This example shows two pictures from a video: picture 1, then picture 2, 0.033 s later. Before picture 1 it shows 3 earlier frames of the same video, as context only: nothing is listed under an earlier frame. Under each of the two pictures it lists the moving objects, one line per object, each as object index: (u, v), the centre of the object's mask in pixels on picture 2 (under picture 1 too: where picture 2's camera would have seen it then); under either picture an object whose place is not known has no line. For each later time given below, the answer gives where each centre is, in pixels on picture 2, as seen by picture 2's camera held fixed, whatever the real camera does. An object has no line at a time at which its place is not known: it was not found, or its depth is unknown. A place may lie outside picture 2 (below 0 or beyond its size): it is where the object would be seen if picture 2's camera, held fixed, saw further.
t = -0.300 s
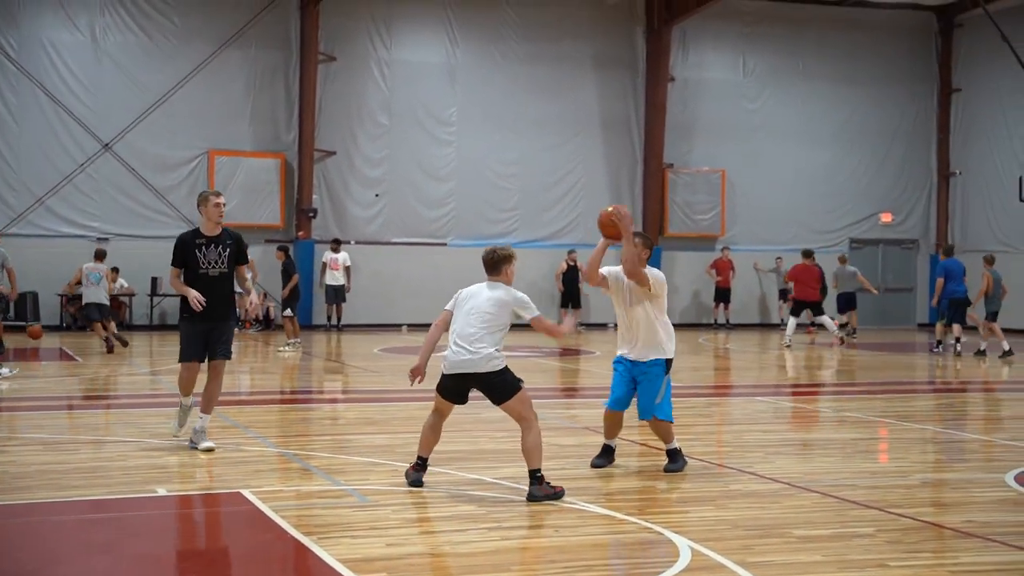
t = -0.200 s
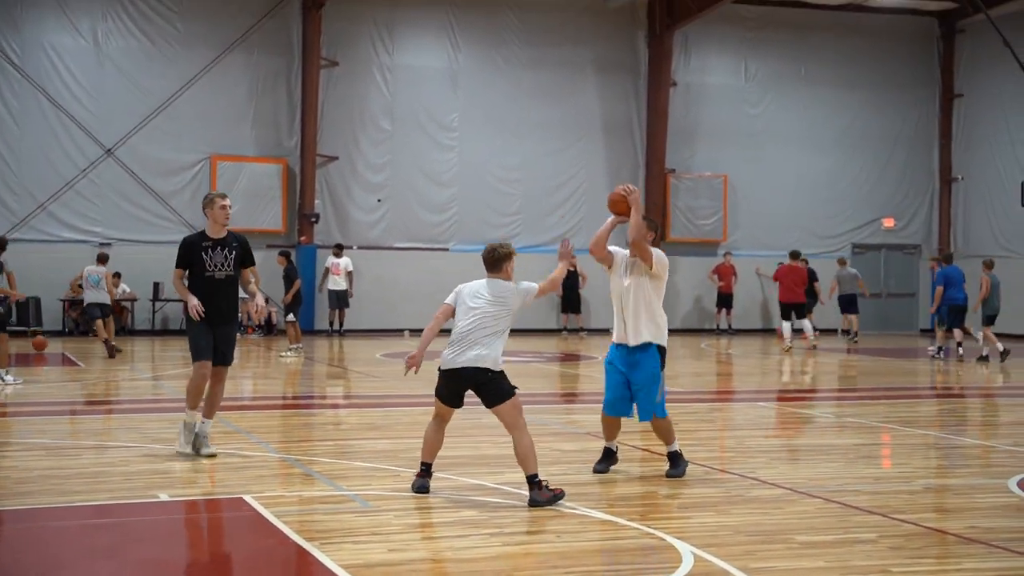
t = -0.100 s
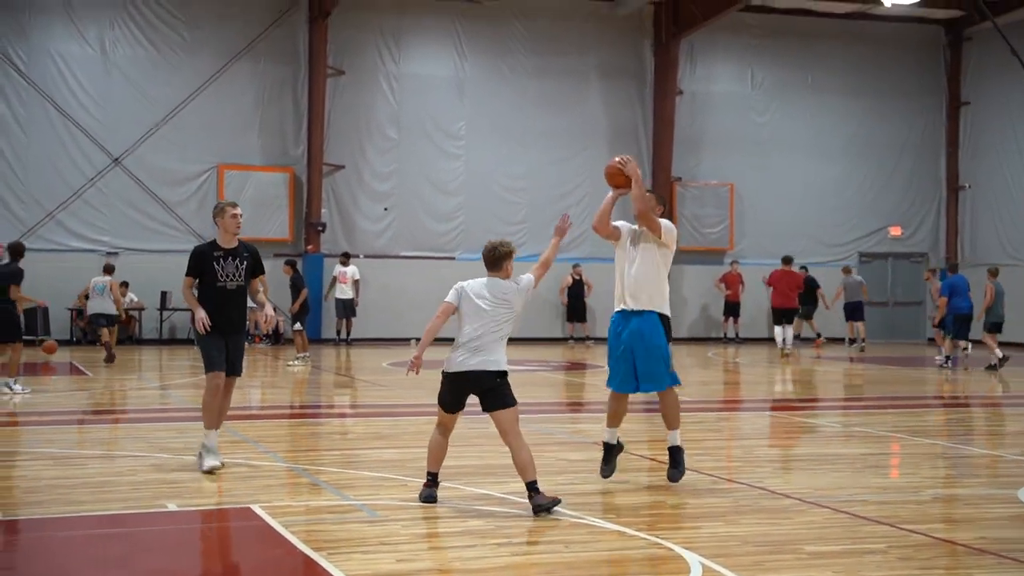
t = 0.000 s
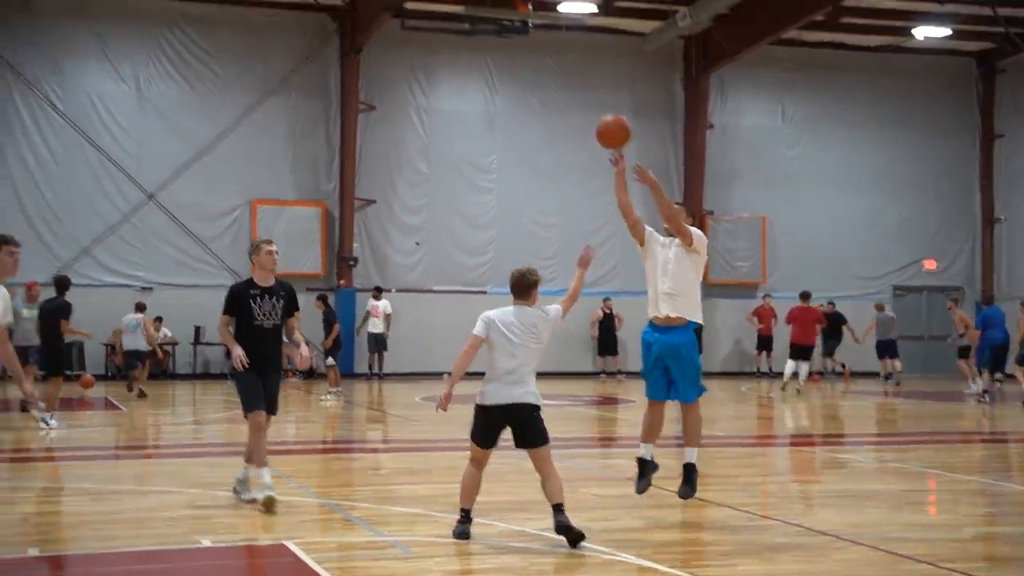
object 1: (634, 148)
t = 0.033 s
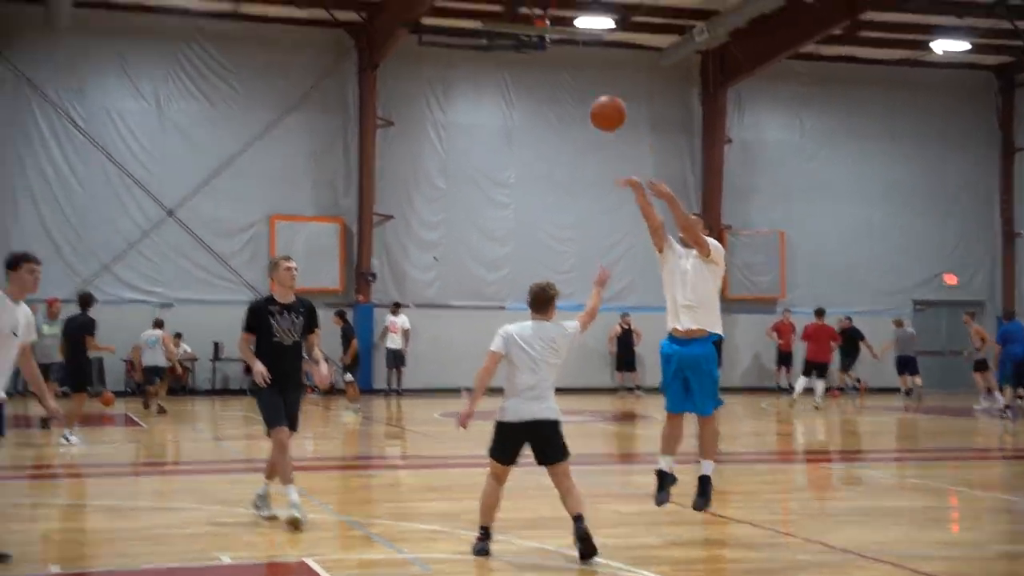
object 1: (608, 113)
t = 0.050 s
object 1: (596, 97)
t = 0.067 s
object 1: (582, 81)
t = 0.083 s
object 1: (570, 65)
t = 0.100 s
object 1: (560, 50)
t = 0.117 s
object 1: (545, 36)
